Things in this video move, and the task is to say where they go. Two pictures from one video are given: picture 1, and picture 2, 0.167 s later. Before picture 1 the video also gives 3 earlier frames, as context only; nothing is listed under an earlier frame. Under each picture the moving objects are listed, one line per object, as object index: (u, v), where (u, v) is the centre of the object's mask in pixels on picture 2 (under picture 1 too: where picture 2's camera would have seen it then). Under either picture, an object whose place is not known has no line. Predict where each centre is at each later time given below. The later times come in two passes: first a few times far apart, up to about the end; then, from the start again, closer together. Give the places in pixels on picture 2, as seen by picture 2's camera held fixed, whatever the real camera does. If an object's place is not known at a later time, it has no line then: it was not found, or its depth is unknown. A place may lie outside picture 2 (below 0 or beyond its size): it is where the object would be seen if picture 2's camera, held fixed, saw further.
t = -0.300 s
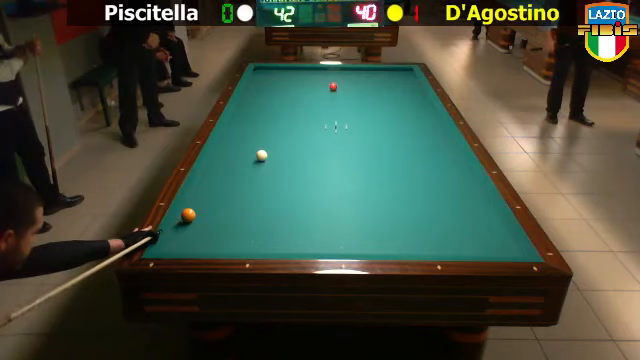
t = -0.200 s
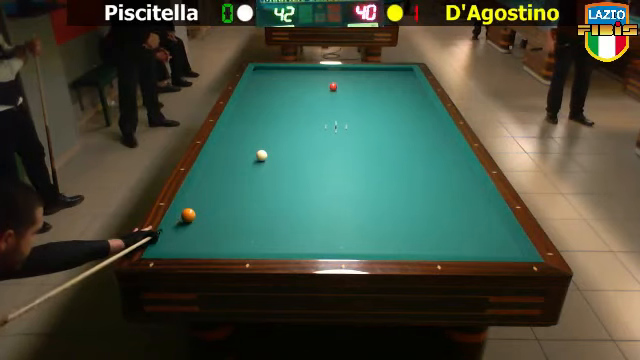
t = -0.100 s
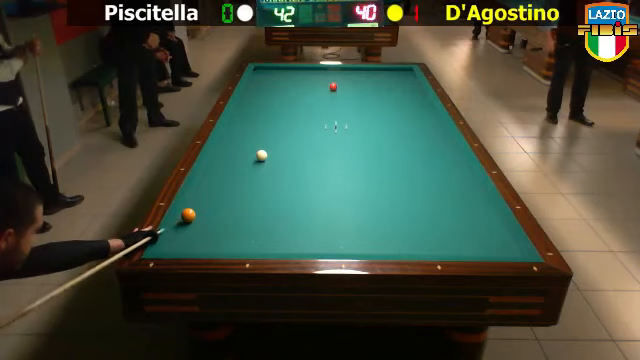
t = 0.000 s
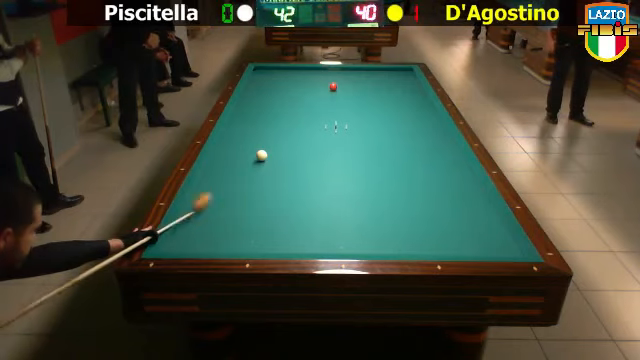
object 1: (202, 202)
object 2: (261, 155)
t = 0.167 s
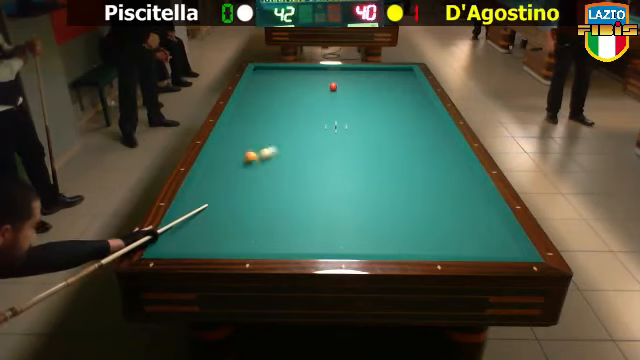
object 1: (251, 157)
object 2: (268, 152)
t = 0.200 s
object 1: (247, 155)
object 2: (279, 148)
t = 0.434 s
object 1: (224, 140)
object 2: (346, 121)
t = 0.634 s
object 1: (235, 131)
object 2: (386, 105)
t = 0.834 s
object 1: (247, 124)
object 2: (416, 92)
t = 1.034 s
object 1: (257, 117)
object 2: (401, 84)
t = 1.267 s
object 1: (269, 110)
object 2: (379, 75)
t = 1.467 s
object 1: (278, 104)
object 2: (363, 68)
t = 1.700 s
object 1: (287, 98)
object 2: (345, 73)
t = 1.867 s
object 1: (294, 93)
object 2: (331, 76)
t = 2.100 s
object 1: (302, 88)
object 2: (311, 80)
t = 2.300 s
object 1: (308, 84)
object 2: (293, 84)
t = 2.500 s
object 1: (314, 80)
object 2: (275, 89)
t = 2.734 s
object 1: (321, 75)
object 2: (252, 94)
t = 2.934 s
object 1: (326, 72)
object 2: (247, 99)
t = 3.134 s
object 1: (331, 69)
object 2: (255, 104)
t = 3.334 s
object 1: (334, 69)
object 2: (263, 109)
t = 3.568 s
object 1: (337, 71)
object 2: (273, 116)
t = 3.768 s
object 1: (340, 73)
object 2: (281, 121)
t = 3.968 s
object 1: (342, 75)
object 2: (291, 127)
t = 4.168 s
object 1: (344, 76)
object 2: (300, 133)
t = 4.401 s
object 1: (347, 79)
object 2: (312, 141)
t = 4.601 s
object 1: (349, 80)
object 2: (322, 148)
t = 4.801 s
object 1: (352, 83)
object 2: (333, 155)
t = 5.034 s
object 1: (354, 84)
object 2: (346, 164)
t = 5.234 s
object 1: (356, 86)
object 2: (358, 172)
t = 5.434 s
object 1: (358, 87)
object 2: (371, 180)
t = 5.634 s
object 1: (360, 89)
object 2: (383, 188)
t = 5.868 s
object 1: (362, 91)
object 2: (400, 199)
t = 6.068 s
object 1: (364, 93)
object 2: (414, 208)
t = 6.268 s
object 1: (366, 94)
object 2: (429, 218)
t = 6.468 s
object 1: (368, 96)
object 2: (445, 229)
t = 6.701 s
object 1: (369, 97)
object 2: (464, 241)
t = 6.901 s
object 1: (371, 98)
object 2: (480, 250)
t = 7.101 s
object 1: (372, 100)
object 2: (488, 245)
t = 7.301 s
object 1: (373, 101)
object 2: (495, 239)
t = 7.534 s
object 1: (375, 102)
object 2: (502, 233)
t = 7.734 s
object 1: (376, 103)
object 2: (495, 228)
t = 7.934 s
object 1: (377, 105)
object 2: (488, 223)
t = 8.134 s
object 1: (378, 105)
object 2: (481, 219)
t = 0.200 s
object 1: (247, 155)
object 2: (279, 148)
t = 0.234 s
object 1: (243, 152)
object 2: (291, 143)
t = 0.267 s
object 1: (239, 150)
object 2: (302, 138)
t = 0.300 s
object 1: (236, 148)
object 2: (312, 135)
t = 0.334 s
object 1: (232, 146)
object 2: (321, 131)
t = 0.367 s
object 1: (230, 144)
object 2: (330, 127)
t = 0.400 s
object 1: (227, 142)
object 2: (339, 124)
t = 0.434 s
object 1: (224, 140)
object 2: (346, 121)
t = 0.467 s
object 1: (224, 138)
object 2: (354, 118)
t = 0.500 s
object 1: (226, 137)
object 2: (361, 115)
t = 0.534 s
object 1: (229, 135)
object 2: (367, 113)
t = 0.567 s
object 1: (232, 134)
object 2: (374, 110)
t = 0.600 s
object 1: (234, 133)
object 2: (380, 107)
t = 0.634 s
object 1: (235, 131)
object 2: (386, 105)
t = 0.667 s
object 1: (238, 130)
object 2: (391, 103)
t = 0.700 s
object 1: (239, 129)
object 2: (396, 101)
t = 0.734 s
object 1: (241, 127)
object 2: (401, 99)
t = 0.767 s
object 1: (244, 126)
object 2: (406, 97)
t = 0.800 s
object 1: (245, 125)
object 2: (411, 95)
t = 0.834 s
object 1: (247, 124)
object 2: (416, 92)
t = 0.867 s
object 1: (249, 122)
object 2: (420, 91)
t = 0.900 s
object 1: (251, 121)
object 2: (418, 89)
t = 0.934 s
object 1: (252, 120)
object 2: (413, 88)
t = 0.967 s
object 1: (254, 119)
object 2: (409, 86)
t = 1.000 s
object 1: (256, 118)
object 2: (405, 85)
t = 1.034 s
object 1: (257, 117)
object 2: (401, 84)
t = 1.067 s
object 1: (259, 115)
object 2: (397, 83)
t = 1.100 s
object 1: (261, 115)
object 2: (394, 81)
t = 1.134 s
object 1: (262, 114)
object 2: (391, 80)
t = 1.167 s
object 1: (264, 112)
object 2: (388, 79)
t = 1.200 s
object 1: (266, 112)
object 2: (385, 77)
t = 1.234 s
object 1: (267, 111)
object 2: (382, 76)
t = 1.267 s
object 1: (269, 110)
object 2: (379, 75)
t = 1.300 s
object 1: (270, 109)
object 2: (376, 73)
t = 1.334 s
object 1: (272, 108)
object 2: (374, 73)
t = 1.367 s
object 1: (273, 106)
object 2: (371, 71)
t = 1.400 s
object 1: (275, 106)
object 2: (368, 70)
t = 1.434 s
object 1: (276, 105)
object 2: (365, 69)
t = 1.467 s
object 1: (278, 104)
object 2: (363, 68)
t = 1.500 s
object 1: (279, 103)
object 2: (360, 69)
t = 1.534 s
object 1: (280, 102)
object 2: (357, 69)
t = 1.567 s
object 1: (282, 101)
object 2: (355, 70)
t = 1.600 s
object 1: (283, 100)
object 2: (353, 71)
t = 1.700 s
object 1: (287, 98)
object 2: (345, 73)
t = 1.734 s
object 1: (288, 96)
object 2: (342, 73)
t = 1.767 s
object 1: (290, 96)
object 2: (339, 74)
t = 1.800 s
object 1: (291, 95)
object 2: (336, 74)
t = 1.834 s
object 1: (292, 94)
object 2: (334, 75)
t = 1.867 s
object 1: (294, 93)
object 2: (331, 76)
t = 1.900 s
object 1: (295, 93)
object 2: (328, 76)
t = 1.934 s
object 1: (296, 92)
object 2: (325, 77)
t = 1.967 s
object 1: (297, 91)
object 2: (323, 78)
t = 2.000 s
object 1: (298, 90)
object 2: (320, 79)
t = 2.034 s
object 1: (299, 90)
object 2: (317, 79)
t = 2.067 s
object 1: (300, 89)
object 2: (314, 80)
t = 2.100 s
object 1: (302, 88)
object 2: (311, 80)
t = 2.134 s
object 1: (303, 88)
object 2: (308, 81)
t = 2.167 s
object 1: (304, 87)
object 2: (306, 80)
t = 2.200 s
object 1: (305, 86)
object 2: (301, 82)
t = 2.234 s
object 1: (306, 85)
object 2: (299, 83)
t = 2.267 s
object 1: (307, 85)
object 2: (296, 84)
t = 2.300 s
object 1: (308, 84)
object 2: (293, 84)
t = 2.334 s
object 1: (309, 83)
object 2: (291, 85)
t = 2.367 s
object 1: (311, 83)
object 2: (288, 86)
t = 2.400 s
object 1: (312, 82)
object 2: (284, 87)
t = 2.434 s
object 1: (312, 81)
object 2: (281, 87)
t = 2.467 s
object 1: (313, 81)
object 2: (278, 88)
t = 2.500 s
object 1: (314, 80)
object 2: (275, 89)
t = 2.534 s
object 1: (315, 79)
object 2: (272, 89)
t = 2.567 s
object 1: (316, 79)
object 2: (269, 90)
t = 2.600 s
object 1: (317, 78)
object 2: (265, 91)
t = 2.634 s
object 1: (318, 77)
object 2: (262, 92)
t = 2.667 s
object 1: (319, 77)
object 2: (260, 93)
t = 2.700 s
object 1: (320, 76)
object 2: (256, 93)
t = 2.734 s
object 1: (321, 75)
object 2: (252, 94)
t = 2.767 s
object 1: (322, 75)
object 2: (249, 95)
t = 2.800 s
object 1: (323, 74)
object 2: (246, 96)
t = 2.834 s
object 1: (324, 74)
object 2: (243, 96)
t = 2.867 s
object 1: (325, 74)
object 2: (245, 97)
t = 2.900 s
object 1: (325, 73)
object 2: (246, 98)
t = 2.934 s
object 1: (326, 72)
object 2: (247, 99)
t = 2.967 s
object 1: (327, 72)
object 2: (249, 100)
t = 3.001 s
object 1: (328, 71)
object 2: (250, 101)
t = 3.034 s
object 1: (329, 71)
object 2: (251, 102)
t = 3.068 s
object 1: (330, 70)
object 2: (252, 102)
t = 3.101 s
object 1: (331, 70)
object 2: (254, 103)
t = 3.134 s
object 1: (331, 69)
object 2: (255, 104)
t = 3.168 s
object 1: (332, 69)
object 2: (256, 105)
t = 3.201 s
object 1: (333, 69)
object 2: (258, 106)
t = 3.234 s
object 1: (333, 69)
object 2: (259, 106)
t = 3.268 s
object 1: (334, 69)
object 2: (261, 107)
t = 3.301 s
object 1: (334, 69)
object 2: (262, 108)
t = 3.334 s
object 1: (334, 69)
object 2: (263, 109)
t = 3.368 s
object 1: (334, 69)
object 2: (264, 110)
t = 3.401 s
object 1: (335, 70)
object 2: (266, 111)
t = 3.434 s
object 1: (336, 70)
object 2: (267, 112)
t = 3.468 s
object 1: (336, 70)
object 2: (269, 113)
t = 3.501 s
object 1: (336, 70)
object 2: (270, 114)
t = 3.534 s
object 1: (337, 71)
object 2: (272, 115)
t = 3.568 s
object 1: (337, 71)
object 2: (273, 116)
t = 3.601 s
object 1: (338, 71)
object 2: (274, 117)
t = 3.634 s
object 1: (338, 71)
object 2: (276, 118)
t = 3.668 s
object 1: (338, 72)
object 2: (277, 119)
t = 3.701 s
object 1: (339, 73)
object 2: (279, 120)
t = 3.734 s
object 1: (339, 73)
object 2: (280, 121)
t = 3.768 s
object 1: (340, 73)
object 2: (281, 121)
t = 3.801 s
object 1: (340, 74)
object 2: (283, 122)
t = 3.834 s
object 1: (341, 74)
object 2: (284, 123)
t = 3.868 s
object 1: (341, 74)
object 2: (286, 124)
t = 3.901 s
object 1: (341, 74)
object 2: (288, 125)
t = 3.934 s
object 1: (341, 75)
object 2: (289, 126)
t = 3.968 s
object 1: (342, 75)
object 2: (291, 127)
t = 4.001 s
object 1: (342, 75)
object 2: (293, 128)
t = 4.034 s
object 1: (343, 75)
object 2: (294, 129)
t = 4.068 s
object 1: (343, 75)
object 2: (295, 130)
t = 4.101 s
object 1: (344, 76)
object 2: (297, 131)
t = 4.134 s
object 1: (344, 76)
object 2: (298, 132)
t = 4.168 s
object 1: (344, 76)
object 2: (300, 133)
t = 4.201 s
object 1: (344, 76)
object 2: (302, 134)
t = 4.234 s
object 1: (345, 76)
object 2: (303, 136)
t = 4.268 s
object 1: (345, 77)
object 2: (305, 137)
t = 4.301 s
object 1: (346, 78)
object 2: (307, 138)
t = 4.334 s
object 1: (346, 78)
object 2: (308, 139)
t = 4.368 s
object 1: (347, 78)
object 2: (310, 140)
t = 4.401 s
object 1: (347, 79)
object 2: (312, 141)
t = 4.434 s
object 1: (347, 79)
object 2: (313, 142)
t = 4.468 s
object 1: (347, 79)
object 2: (315, 143)
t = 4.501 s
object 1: (348, 79)
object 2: (317, 144)
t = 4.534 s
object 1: (349, 80)
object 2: (318, 146)
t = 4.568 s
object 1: (349, 80)
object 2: (320, 146)
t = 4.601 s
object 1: (349, 80)
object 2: (322, 148)
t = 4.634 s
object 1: (349, 80)
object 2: (324, 149)
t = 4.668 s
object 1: (350, 81)
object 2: (325, 150)
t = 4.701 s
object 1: (350, 82)
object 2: (327, 151)
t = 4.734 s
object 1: (350, 81)
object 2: (329, 152)
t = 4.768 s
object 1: (351, 82)
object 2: (331, 154)
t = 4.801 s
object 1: (352, 83)
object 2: (333, 155)
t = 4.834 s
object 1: (352, 83)
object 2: (335, 156)
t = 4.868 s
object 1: (352, 83)
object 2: (337, 158)
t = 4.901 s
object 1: (352, 83)
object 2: (338, 159)
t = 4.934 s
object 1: (353, 83)
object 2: (341, 160)
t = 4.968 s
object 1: (353, 84)
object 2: (342, 161)
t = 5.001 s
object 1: (353, 84)
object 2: (344, 163)
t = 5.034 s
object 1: (354, 84)
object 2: (346, 164)
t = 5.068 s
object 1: (354, 84)
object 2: (348, 165)
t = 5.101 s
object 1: (355, 85)
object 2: (350, 166)
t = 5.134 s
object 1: (355, 85)
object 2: (352, 168)
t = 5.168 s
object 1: (355, 86)
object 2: (354, 169)
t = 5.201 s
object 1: (355, 85)
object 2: (356, 170)
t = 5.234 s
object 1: (356, 86)
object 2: (358, 172)
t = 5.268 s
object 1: (356, 86)
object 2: (360, 173)
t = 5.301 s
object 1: (357, 87)
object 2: (362, 175)
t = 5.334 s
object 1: (357, 87)
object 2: (364, 176)
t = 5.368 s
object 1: (357, 87)
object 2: (366, 177)
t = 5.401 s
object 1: (358, 87)
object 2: (368, 178)
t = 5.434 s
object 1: (358, 87)
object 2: (371, 180)
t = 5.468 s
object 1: (358, 88)
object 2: (373, 181)
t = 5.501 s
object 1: (359, 88)
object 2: (375, 183)
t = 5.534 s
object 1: (359, 89)
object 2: (377, 184)
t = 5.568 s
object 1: (359, 89)
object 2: (379, 186)
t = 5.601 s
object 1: (359, 89)
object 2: (381, 187)
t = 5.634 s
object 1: (360, 89)
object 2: (383, 188)
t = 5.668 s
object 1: (360, 90)
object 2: (386, 190)
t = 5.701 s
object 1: (361, 90)
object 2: (388, 191)
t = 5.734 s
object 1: (361, 90)
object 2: (391, 193)
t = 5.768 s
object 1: (361, 90)
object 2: (393, 194)
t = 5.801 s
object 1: (362, 91)
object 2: (395, 196)
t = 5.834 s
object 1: (362, 91)
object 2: (397, 198)
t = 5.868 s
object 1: (362, 91)
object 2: (400, 199)
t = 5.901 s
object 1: (363, 91)
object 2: (402, 200)
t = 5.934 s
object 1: (363, 92)
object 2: (404, 202)
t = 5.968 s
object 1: (363, 92)
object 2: (407, 203)
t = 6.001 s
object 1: (363, 92)
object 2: (409, 205)
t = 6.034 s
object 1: (363, 93)
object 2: (411, 207)
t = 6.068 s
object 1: (364, 93)
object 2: (414, 208)
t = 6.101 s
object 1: (364, 93)
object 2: (416, 210)
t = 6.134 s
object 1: (364, 93)
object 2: (419, 211)
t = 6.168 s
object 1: (365, 93)
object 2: (421, 213)
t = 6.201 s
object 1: (365, 94)
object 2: (424, 215)
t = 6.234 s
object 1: (365, 94)
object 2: (426, 217)
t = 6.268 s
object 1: (366, 94)
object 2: (429, 218)
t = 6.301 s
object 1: (366, 94)
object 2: (431, 220)
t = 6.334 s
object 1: (366, 95)
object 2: (434, 222)
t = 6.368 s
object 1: (367, 95)
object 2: (437, 224)
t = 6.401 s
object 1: (367, 95)
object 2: (439, 225)
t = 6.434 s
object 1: (367, 95)
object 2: (442, 227)
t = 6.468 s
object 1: (368, 96)
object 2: (445, 229)
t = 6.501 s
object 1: (368, 96)
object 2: (448, 231)
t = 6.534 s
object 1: (368, 96)
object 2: (451, 232)
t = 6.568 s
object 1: (369, 96)
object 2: (453, 234)
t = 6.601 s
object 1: (369, 97)
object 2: (456, 236)
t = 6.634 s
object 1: (369, 97)
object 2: (458, 238)
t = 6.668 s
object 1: (369, 97)
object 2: (461, 239)
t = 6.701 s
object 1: (369, 97)
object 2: (464, 241)
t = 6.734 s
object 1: (369, 97)
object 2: (467, 243)
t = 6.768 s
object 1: (370, 98)
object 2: (470, 245)
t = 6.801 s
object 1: (370, 98)
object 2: (472, 246)
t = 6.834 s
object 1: (370, 98)
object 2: (475, 248)
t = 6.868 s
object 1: (371, 98)
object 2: (478, 249)
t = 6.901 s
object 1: (371, 98)
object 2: (480, 250)
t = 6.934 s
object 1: (371, 99)
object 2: (482, 249)
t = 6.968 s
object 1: (371, 99)
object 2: (483, 248)
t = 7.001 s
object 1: (371, 99)
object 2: (484, 247)
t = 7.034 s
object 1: (372, 100)
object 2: (486, 247)
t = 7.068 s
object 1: (372, 100)
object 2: (487, 246)
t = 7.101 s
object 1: (372, 100)
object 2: (488, 245)
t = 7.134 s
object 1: (372, 100)
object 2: (489, 245)
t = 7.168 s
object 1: (373, 100)
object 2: (491, 244)
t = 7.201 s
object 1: (373, 101)
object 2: (492, 242)
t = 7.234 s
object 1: (373, 101)
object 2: (493, 242)
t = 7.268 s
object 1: (373, 101)
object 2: (494, 241)
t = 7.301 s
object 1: (373, 101)
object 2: (495, 239)
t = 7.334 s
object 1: (374, 101)
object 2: (496, 239)
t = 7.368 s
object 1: (374, 101)
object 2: (497, 238)
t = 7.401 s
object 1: (374, 101)
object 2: (498, 237)
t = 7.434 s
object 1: (374, 101)
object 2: (499, 236)
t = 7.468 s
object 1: (375, 102)
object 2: (501, 235)
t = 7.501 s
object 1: (375, 102)
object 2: (502, 234)
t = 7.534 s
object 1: (375, 102)
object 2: (502, 233)
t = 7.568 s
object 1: (375, 103)
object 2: (501, 232)
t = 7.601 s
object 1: (375, 103)
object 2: (500, 231)
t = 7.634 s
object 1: (376, 103)
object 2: (499, 231)
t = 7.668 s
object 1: (376, 103)
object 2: (497, 230)
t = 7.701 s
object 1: (376, 103)
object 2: (496, 229)
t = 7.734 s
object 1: (376, 103)
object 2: (495, 228)
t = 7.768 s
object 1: (376, 104)
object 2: (494, 227)
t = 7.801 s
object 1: (377, 104)
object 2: (492, 226)
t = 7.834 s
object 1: (376, 104)
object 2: (491, 226)
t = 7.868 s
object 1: (377, 104)
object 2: (490, 225)
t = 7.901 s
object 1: (377, 104)
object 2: (489, 224)
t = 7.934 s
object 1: (377, 105)
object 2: (488, 223)
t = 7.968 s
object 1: (377, 105)
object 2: (487, 222)
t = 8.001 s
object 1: (378, 105)
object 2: (485, 222)
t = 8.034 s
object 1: (378, 105)
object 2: (484, 221)
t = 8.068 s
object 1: (378, 105)
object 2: (483, 220)
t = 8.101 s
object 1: (378, 105)
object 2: (482, 220)
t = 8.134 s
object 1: (378, 105)
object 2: (481, 219)
